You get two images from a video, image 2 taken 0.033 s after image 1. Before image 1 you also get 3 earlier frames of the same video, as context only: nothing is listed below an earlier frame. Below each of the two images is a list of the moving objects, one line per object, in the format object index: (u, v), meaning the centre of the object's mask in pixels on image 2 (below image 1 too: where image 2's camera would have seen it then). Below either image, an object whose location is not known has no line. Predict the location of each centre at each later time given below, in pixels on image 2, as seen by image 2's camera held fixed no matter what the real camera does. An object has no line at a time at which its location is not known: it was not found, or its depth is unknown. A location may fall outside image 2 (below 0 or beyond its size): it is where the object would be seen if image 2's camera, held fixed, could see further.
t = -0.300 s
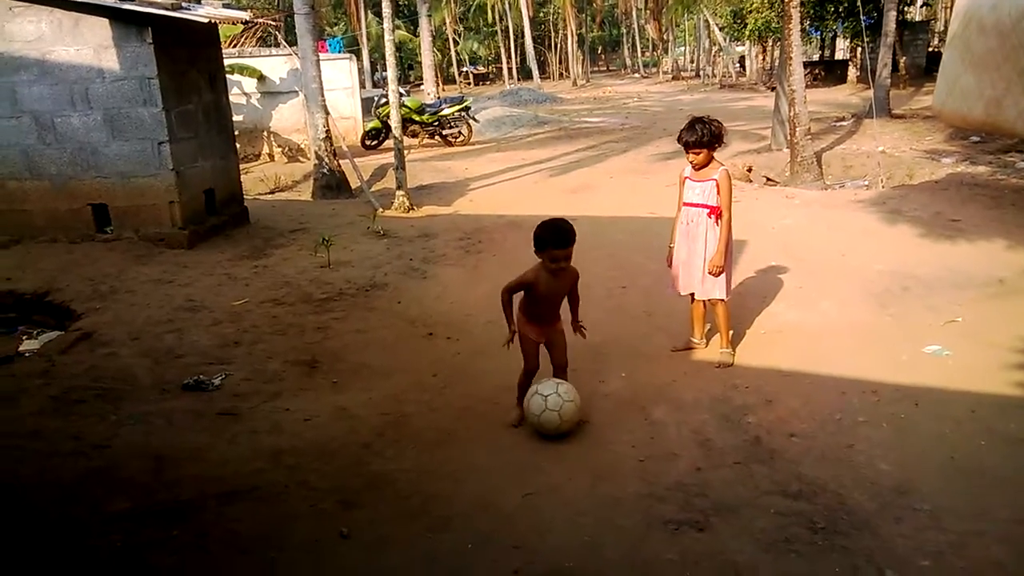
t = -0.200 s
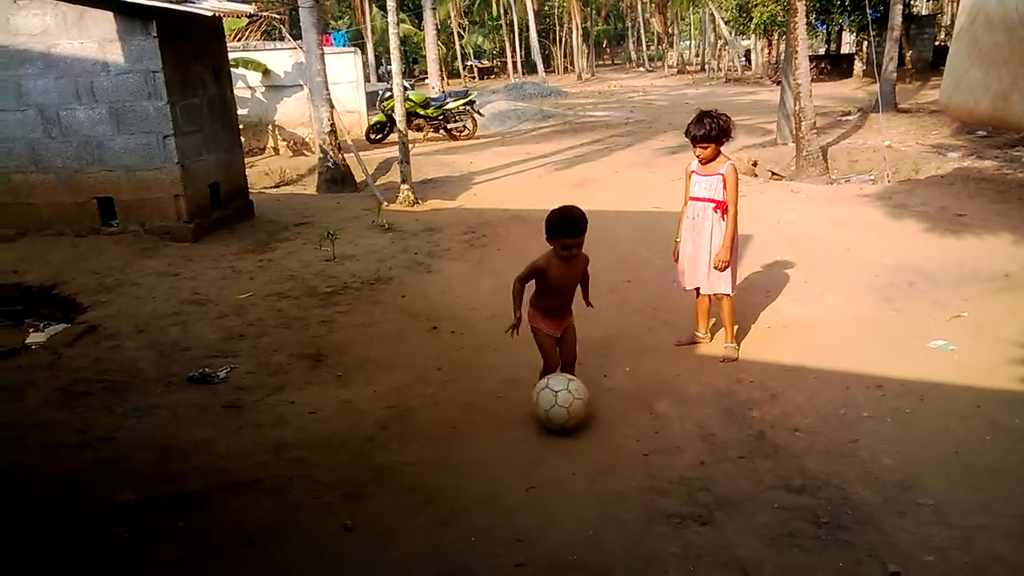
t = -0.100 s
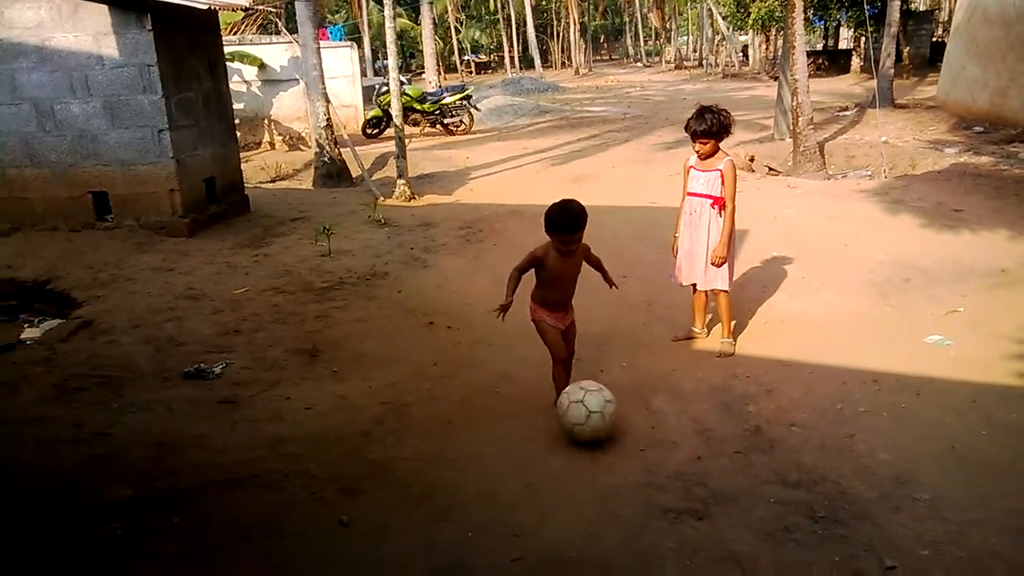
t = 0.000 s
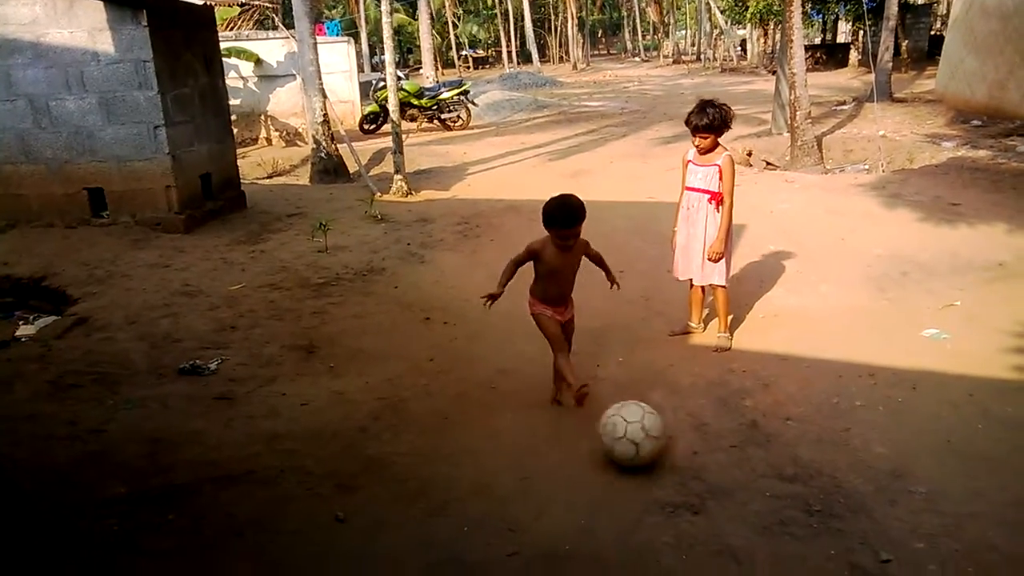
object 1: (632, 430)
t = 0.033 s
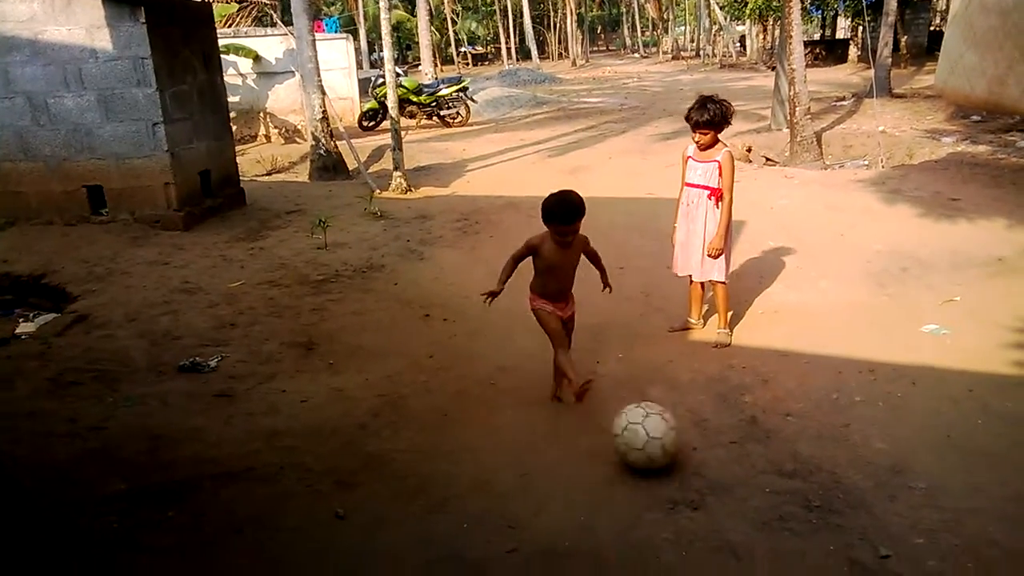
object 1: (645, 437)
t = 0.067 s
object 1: (659, 442)
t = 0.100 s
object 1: (673, 451)
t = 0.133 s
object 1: (688, 458)
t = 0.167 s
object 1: (702, 462)
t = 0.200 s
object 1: (717, 470)
